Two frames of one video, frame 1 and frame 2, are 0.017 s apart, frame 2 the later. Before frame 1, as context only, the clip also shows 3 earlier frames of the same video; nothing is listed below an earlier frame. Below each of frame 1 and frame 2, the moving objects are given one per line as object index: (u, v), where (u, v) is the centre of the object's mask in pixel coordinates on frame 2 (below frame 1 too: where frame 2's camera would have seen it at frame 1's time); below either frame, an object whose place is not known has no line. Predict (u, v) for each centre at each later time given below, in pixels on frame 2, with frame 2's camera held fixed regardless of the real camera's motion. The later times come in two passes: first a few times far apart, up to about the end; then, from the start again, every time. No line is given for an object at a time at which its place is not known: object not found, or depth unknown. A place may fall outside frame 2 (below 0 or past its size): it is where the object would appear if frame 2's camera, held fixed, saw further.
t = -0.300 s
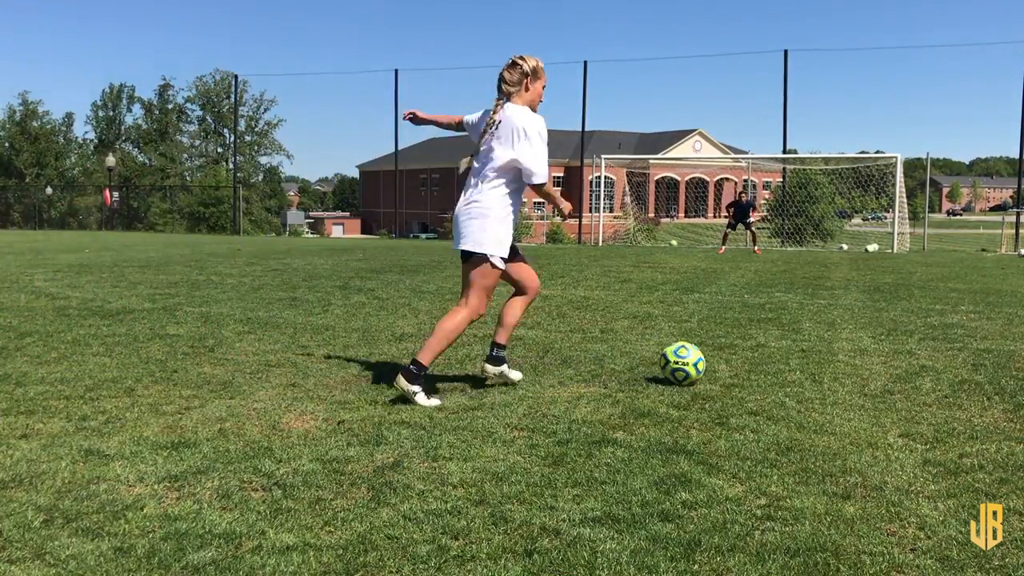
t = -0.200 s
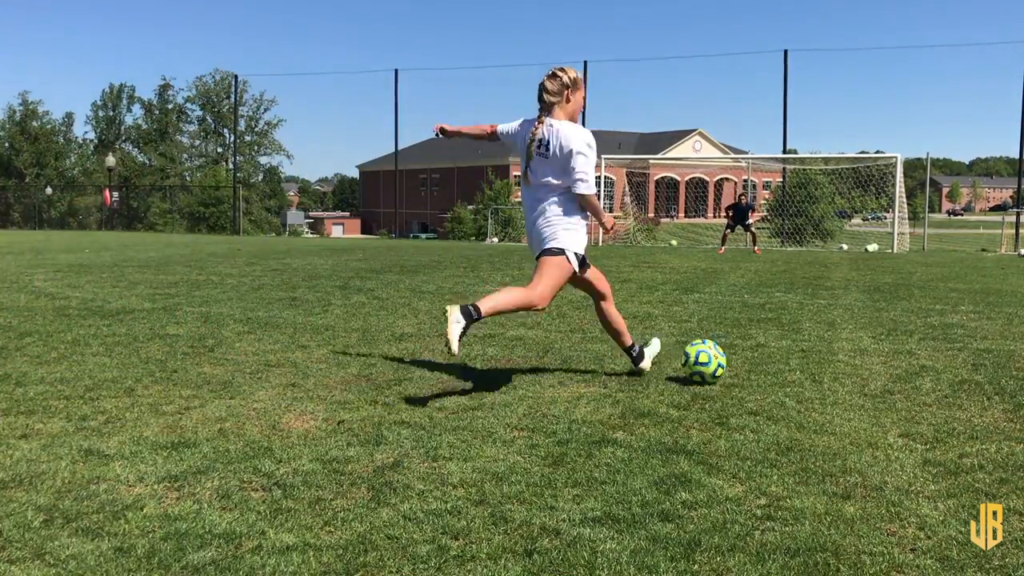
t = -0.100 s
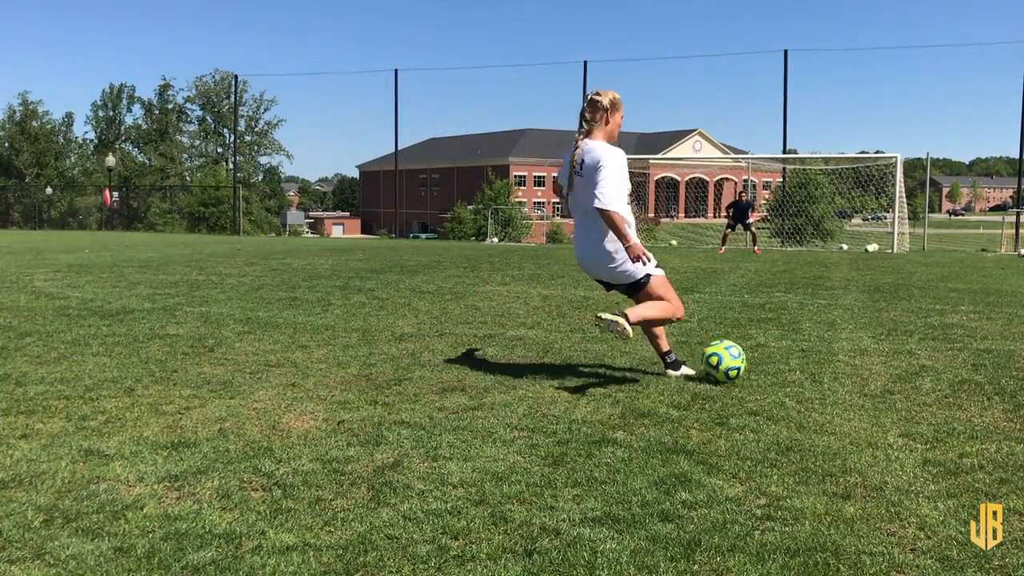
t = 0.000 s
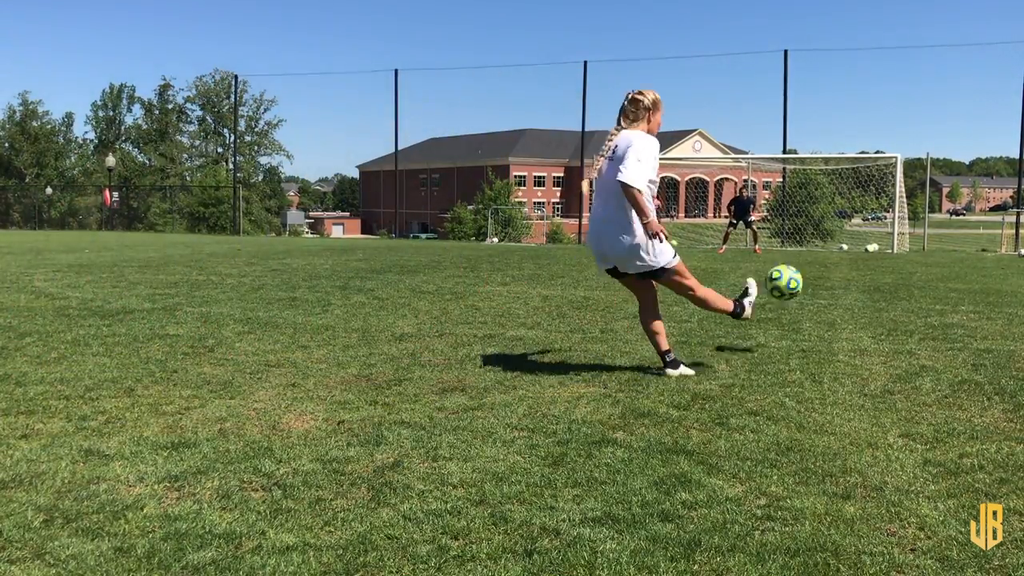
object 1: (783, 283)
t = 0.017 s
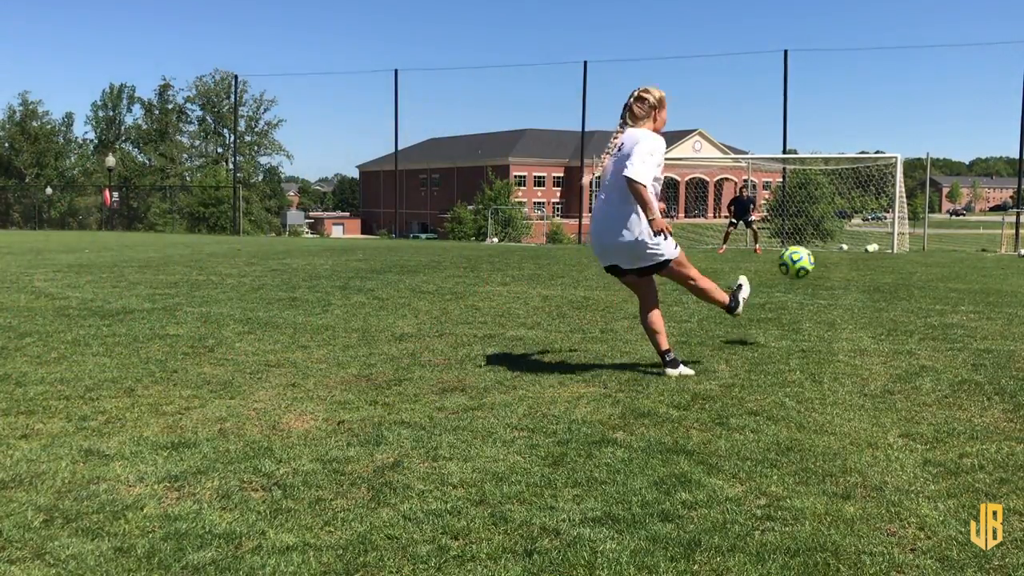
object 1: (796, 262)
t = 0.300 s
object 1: (879, 123)
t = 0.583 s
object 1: (885, 120)
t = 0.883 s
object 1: (874, 158)
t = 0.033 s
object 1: (807, 244)
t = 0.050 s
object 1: (819, 227)
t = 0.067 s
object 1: (826, 215)
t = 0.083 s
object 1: (833, 202)
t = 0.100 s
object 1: (842, 190)
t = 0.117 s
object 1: (846, 181)
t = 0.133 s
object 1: (852, 170)
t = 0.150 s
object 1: (856, 164)
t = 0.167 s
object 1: (860, 157)
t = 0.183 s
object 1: (863, 150)
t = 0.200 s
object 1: (867, 145)
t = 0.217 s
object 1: (869, 140)
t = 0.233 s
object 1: (872, 136)
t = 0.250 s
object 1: (874, 132)
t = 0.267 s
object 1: (876, 128)
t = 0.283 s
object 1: (878, 125)
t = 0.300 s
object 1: (879, 123)
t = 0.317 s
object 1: (881, 121)
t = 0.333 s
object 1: (882, 119)
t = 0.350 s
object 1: (883, 117)
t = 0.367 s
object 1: (884, 116)
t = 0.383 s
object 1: (884, 115)
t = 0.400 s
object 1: (885, 114)
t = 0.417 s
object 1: (886, 114)
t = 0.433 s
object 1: (886, 114)
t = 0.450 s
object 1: (886, 114)
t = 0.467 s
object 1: (886, 114)
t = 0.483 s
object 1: (886, 114)
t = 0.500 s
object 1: (886, 115)
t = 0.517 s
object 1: (886, 116)
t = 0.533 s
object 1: (886, 117)
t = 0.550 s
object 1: (886, 117)
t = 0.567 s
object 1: (886, 119)
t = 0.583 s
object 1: (885, 120)
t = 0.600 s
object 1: (885, 122)
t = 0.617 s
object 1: (885, 123)
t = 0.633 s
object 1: (884, 125)
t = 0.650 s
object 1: (884, 126)
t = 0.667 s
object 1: (883, 128)
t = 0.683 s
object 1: (883, 130)
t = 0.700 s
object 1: (882, 132)
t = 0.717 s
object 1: (881, 134)
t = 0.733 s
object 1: (880, 136)
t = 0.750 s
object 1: (880, 139)
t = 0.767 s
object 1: (879, 141)
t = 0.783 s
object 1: (878, 144)
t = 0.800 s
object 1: (877, 146)
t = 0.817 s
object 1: (877, 149)
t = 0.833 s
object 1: (876, 151)
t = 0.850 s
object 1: (874, 154)
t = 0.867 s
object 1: (874, 156)
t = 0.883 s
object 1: (874, 158)
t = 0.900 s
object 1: (872, 160)
